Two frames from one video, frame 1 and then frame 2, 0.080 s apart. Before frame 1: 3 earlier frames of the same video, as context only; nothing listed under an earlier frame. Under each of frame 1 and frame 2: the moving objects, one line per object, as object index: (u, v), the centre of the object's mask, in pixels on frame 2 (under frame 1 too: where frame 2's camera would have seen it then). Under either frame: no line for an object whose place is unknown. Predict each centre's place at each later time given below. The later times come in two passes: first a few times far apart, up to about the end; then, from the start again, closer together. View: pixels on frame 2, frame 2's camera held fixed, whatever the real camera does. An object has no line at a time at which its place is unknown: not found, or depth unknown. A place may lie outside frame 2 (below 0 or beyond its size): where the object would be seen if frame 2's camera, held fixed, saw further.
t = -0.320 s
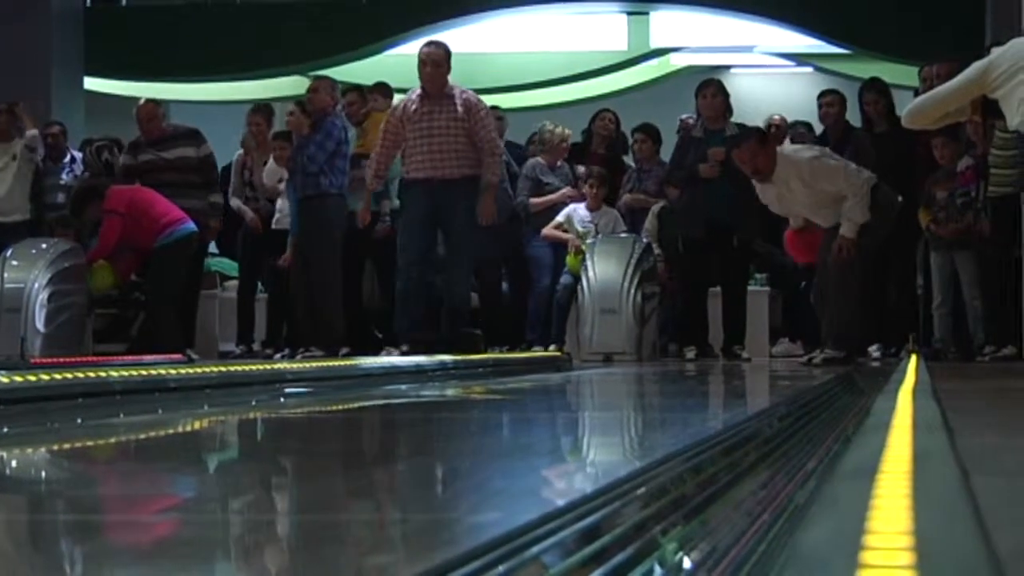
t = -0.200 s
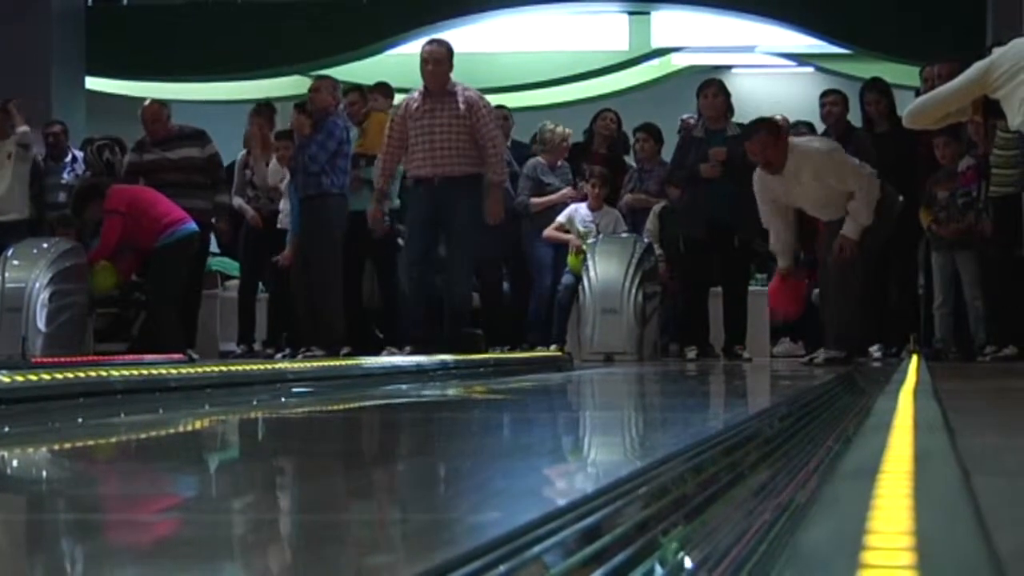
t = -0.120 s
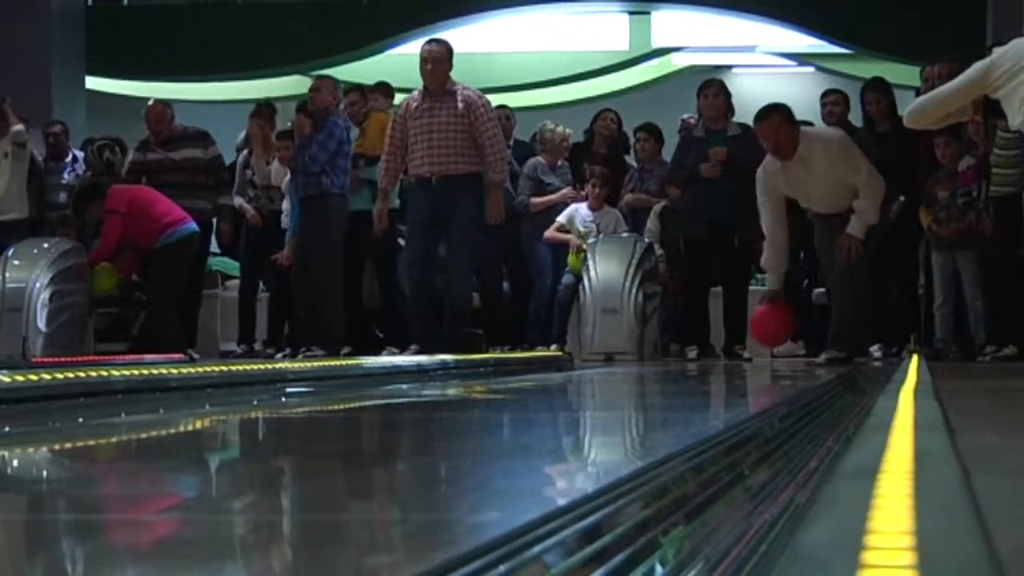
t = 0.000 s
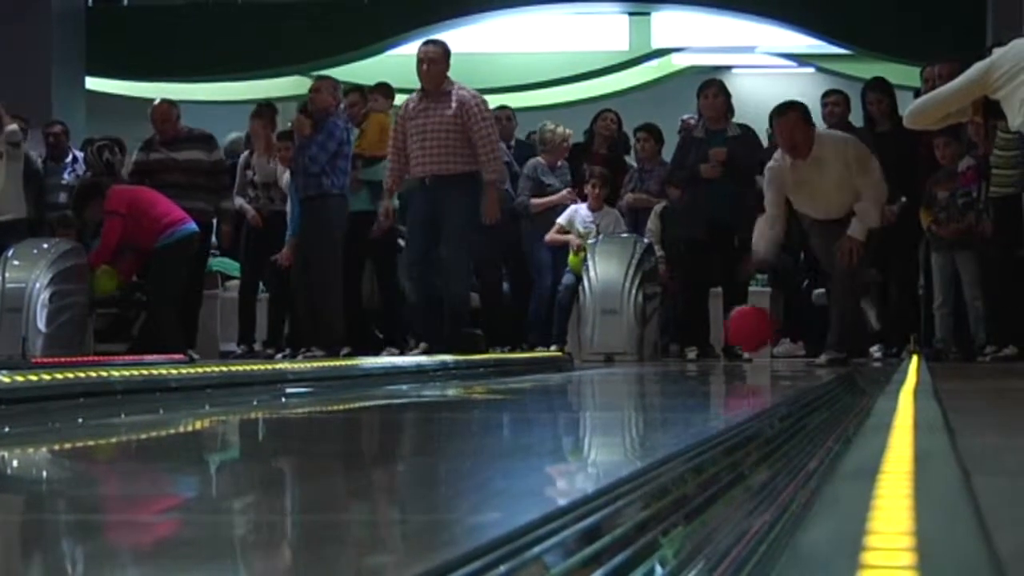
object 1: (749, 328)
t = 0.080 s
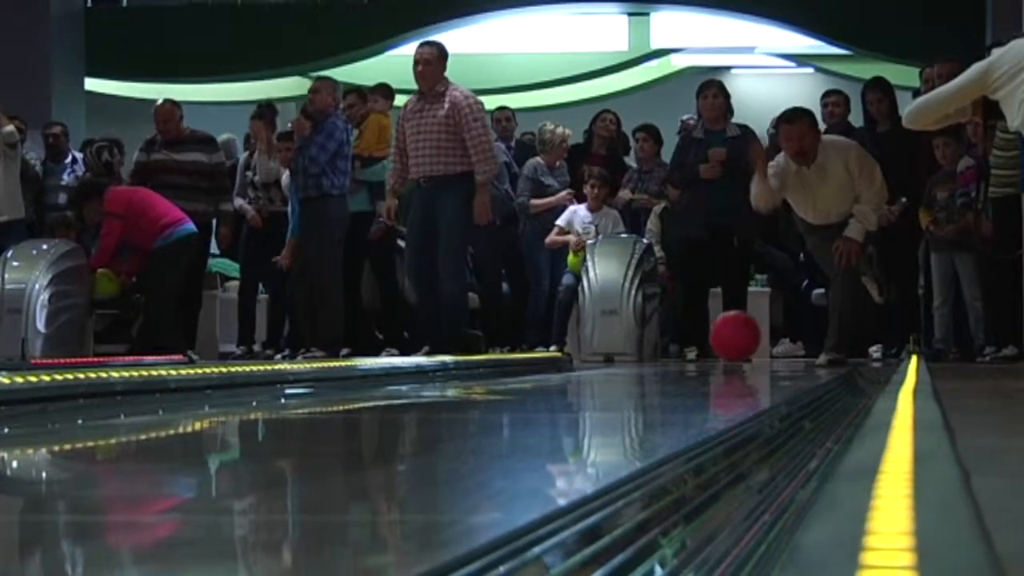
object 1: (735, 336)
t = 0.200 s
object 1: (711, 344)
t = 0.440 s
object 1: (655, 345)
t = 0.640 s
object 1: (595, 345)
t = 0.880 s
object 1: (498, 347)
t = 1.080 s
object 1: (385, 348)
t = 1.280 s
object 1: (215, 352)
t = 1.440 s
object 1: (40, 357)
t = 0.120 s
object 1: (726, 343)
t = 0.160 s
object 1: (719, 343)
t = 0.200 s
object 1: (711, 344)
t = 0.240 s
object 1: (703, 345)
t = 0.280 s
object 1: (694, 344)
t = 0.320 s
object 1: (685, 344)
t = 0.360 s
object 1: (675, 344)
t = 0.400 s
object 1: (665, 344)
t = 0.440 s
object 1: (655, 345)
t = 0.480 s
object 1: (644, 345)
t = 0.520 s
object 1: (633, 345)
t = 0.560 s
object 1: (622, 345)
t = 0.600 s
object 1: (609, 346)
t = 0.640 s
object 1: (595, 345)
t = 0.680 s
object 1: (580, 346)
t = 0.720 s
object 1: (565, 346)
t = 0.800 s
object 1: (534, 347)
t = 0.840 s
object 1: (516, 346)
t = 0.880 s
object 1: (498, 347)
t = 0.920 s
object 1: (479, 347)
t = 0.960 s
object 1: (458, 347)
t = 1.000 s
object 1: (435, 347)
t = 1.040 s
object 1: (411, 347)
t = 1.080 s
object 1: (385, 348)
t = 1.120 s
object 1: (356, 349)
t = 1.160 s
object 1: (326, 349)
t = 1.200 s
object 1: (293, 350)
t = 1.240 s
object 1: (257, 351)
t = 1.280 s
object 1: (215, 352)
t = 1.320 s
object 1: (171, 353)
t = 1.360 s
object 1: (123, 354)
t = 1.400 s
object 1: (72, 356)
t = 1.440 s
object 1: (40, 357)
